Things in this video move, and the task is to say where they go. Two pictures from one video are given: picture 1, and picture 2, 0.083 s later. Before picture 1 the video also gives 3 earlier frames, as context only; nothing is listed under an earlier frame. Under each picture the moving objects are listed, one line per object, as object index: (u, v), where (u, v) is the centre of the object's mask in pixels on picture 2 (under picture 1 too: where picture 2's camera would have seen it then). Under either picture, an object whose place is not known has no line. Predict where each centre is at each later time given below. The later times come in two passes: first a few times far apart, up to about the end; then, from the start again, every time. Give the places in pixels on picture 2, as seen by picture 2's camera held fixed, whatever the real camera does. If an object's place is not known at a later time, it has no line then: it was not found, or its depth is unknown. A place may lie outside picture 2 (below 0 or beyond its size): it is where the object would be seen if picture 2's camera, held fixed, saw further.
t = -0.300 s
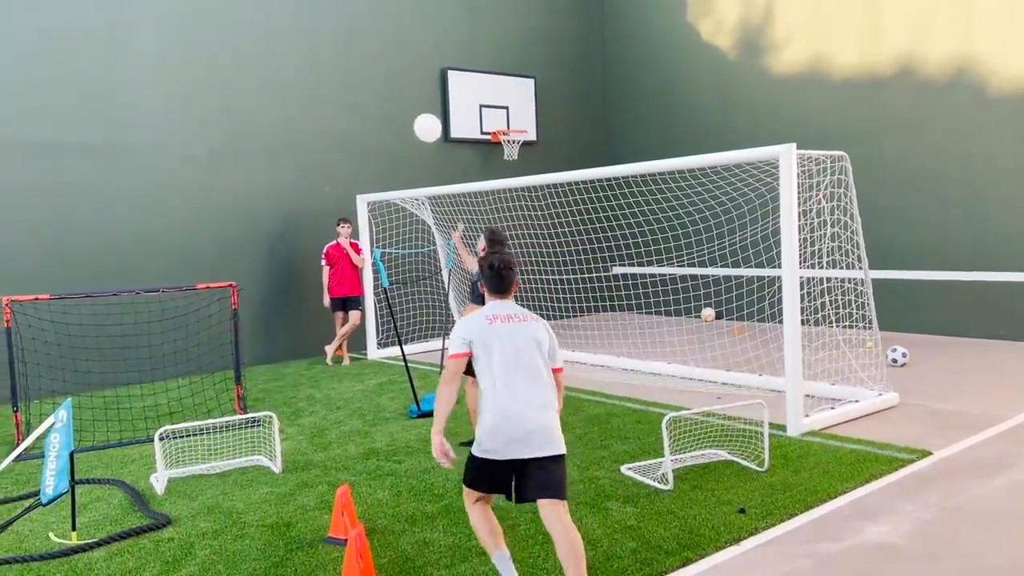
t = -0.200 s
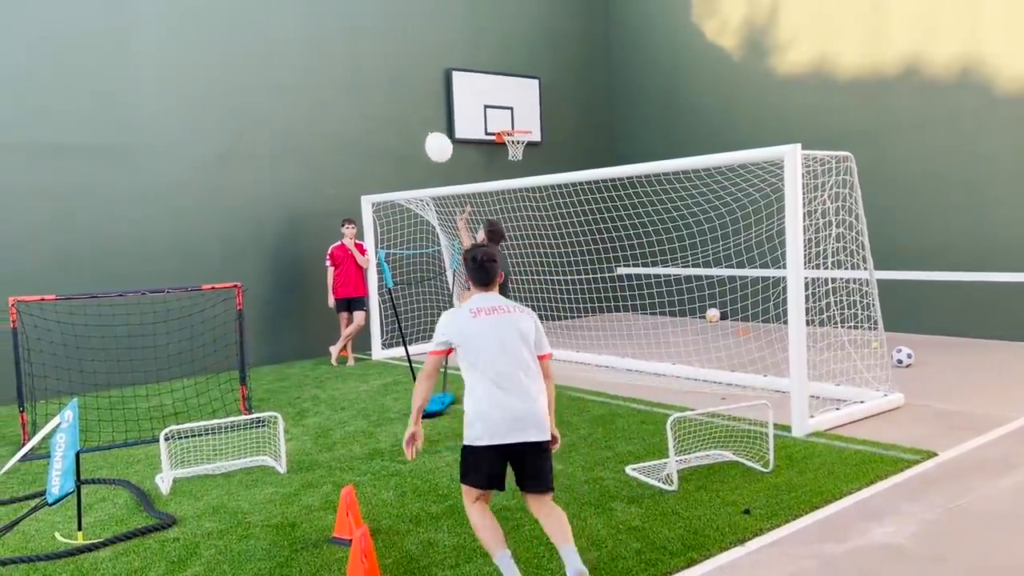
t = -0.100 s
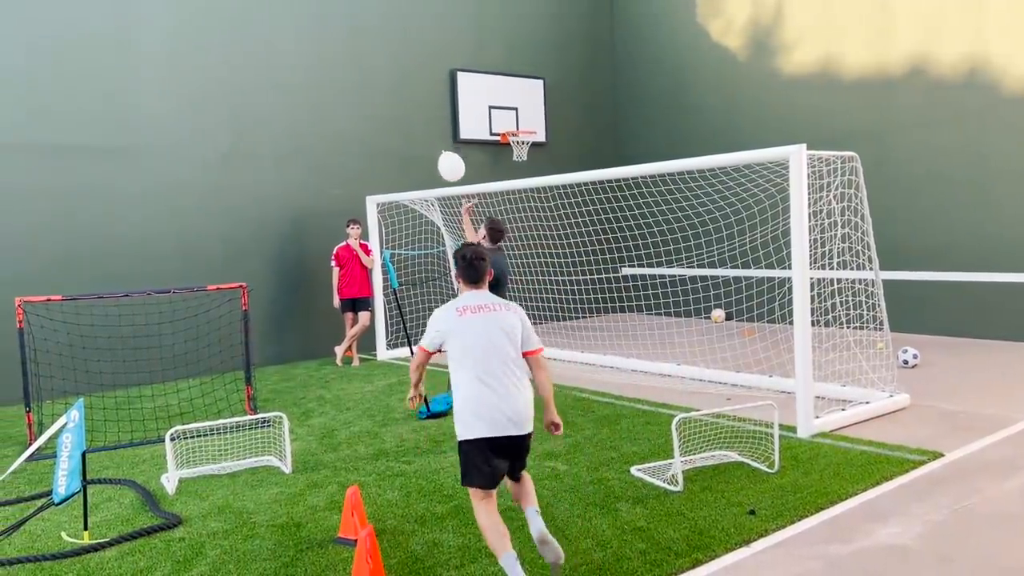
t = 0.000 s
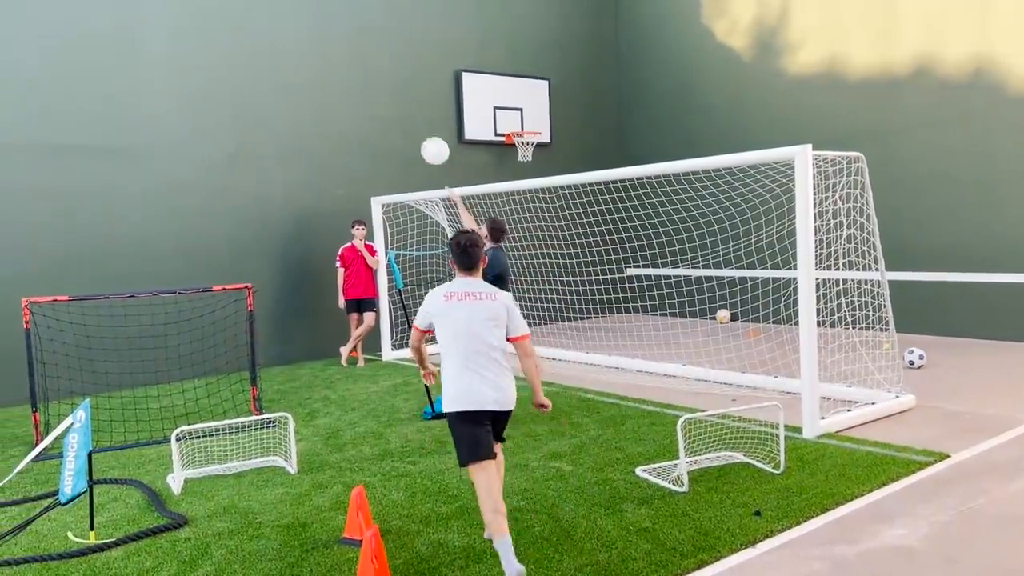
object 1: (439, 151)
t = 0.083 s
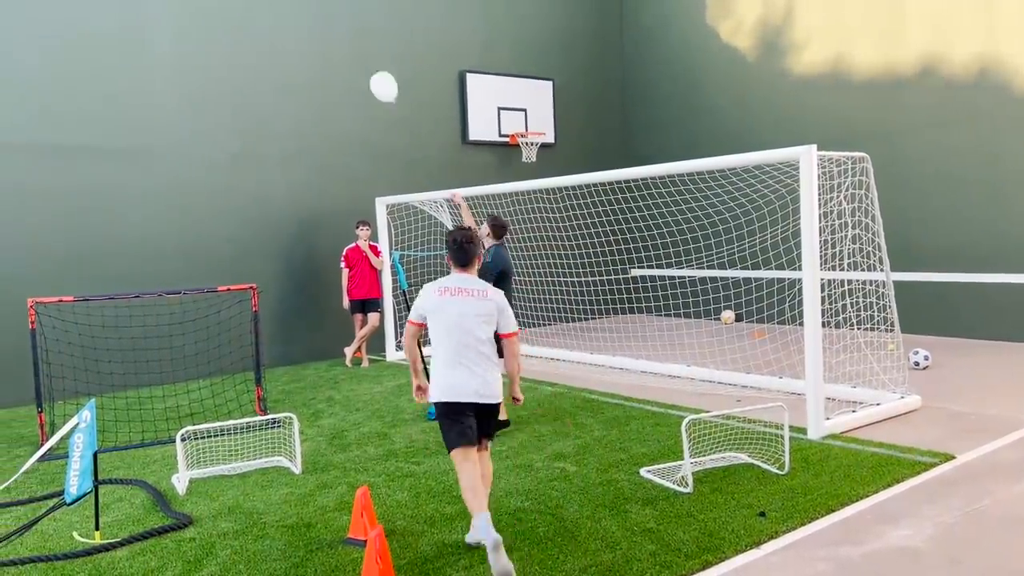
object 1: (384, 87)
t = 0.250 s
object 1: (316, 36)
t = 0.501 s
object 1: (278, 39)
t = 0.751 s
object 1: (262, 51)
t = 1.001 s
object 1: (262, 77)
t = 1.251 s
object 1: (267, 115)
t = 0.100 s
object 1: (375, 75)
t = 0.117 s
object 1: (366, 66)
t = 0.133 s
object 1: (358, 57)
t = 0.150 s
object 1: (351, 51)
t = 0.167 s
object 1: (344, 46)
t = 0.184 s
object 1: (337, 42)
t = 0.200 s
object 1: (331, 39)
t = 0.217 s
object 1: (325, 37)
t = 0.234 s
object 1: (320, 36)
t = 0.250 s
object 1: (316, 36)
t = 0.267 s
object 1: (312, 35)
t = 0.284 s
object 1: (308, 35)
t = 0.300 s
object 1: (305, 35)
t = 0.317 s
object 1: (302, 35)
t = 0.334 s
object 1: (299, 35)
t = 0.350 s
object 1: (296, 35)
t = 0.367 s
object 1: (293, 35)
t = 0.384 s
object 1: (291, 36)
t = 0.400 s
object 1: (289, 36)
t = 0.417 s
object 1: (287, 36)
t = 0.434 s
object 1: (284, 37)
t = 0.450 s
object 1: (282, 37)
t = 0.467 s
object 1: (281, 37)
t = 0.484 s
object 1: (279, 38)
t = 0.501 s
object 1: (278, 39)
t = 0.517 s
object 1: (276, 39)
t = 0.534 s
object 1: (274, 40)
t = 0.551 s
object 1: (273, 41)
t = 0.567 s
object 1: (272, 41)
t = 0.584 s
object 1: (270, 42)
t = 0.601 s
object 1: (269, 42)
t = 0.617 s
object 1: (268, 43)
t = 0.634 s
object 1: (267, 44)
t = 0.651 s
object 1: (266, 45)
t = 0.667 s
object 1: (265, 46)
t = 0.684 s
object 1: (264, 47)
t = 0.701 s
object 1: (264, 48)
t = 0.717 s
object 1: (263, 49)
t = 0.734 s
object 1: (262, 50)
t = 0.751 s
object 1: (262, 51)
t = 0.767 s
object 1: (262, 52)
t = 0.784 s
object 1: (261, 53)
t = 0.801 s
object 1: (262, 55)
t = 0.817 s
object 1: (262, 56)
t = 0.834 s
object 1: (262, 58)
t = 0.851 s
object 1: (262, 60)
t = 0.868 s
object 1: (262, 61)
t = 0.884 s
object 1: (262, 63)
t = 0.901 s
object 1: (261, 65)
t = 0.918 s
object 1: (261, 66)
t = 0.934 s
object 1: (262, 69)
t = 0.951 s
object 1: (262, 71)
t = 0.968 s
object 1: (262, 73)
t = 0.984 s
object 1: (262, 75)
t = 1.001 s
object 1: (262, 77)
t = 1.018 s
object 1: (263, 80)
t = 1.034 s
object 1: (263, 82)
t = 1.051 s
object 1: (263, 84)
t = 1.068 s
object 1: (263, 86)
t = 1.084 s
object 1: (263, 89)
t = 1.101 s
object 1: (263, 91)
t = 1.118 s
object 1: (264, 93)
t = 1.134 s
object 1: (264, 96)
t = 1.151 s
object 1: (264, 99)
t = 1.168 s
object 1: (265, 101)
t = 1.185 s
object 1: (265, 104)
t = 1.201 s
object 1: (265, 107)
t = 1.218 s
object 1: (266, 110)
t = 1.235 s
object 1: (266, 112)
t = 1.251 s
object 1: (267, 115)
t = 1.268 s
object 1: (267, 118)
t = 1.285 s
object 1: (267, 120)
